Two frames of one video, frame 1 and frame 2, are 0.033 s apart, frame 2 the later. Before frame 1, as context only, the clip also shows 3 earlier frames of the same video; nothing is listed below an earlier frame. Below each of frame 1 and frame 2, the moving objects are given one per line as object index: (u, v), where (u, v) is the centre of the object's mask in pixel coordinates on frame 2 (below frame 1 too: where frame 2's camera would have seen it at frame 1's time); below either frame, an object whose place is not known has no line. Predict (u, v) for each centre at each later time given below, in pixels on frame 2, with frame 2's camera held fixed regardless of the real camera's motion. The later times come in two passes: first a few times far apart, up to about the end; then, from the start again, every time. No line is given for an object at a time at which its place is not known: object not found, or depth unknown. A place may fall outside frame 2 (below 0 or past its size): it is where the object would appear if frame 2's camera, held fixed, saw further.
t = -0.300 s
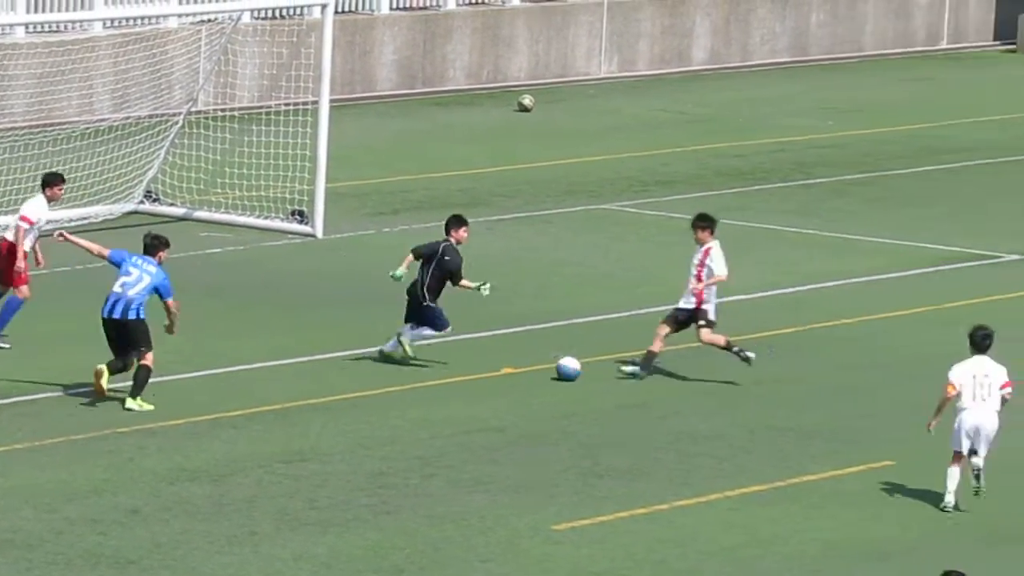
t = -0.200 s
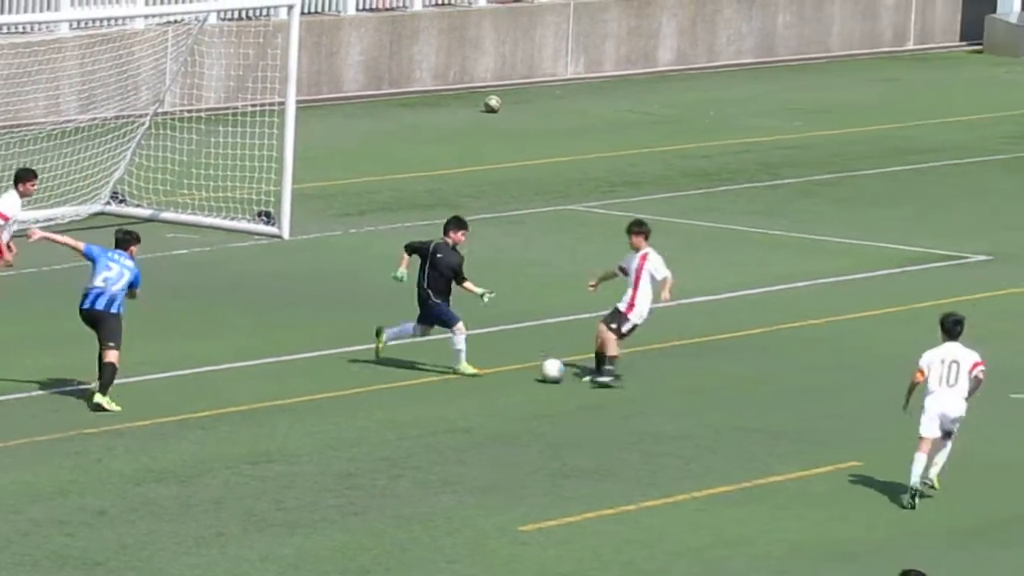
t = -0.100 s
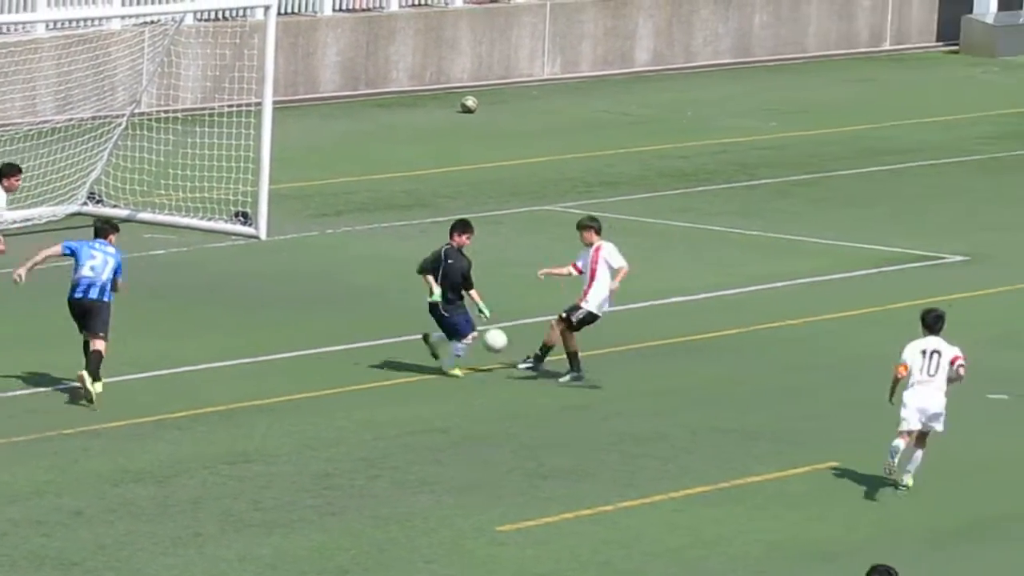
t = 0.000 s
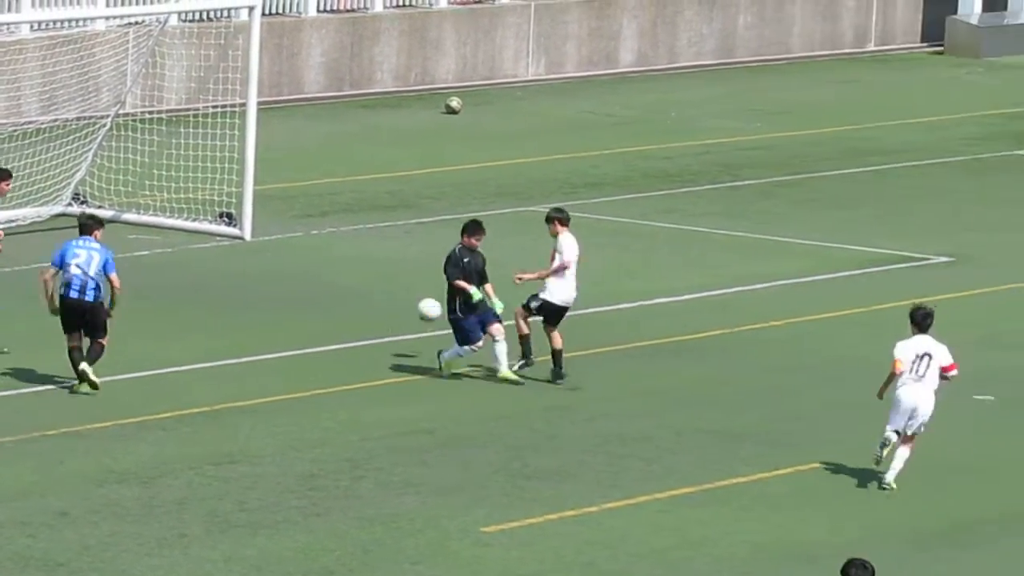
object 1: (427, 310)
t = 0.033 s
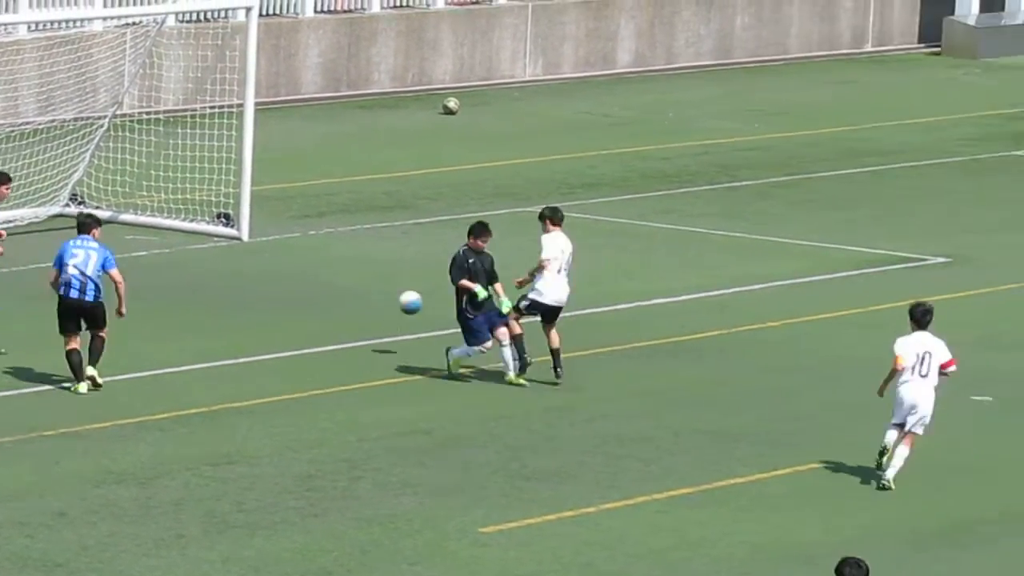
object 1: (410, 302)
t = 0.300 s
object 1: (290, 283)
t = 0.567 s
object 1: (217, 270)
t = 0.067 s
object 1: (395, 296)
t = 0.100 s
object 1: (379, 290)
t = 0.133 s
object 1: (363, 286)
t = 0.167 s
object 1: (348, 283)
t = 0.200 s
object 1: (334, 281)
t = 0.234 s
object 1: (318, 280)
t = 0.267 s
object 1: (304, 281)
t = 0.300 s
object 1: (290, 283)
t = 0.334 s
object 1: (276, 286)
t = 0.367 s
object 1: (263, 289)
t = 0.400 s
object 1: (250, 294)
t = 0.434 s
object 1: (237, 299)
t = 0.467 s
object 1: (232, 291)
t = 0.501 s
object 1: (227, 283)
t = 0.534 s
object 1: (223, 275)
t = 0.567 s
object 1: (217, 270)
